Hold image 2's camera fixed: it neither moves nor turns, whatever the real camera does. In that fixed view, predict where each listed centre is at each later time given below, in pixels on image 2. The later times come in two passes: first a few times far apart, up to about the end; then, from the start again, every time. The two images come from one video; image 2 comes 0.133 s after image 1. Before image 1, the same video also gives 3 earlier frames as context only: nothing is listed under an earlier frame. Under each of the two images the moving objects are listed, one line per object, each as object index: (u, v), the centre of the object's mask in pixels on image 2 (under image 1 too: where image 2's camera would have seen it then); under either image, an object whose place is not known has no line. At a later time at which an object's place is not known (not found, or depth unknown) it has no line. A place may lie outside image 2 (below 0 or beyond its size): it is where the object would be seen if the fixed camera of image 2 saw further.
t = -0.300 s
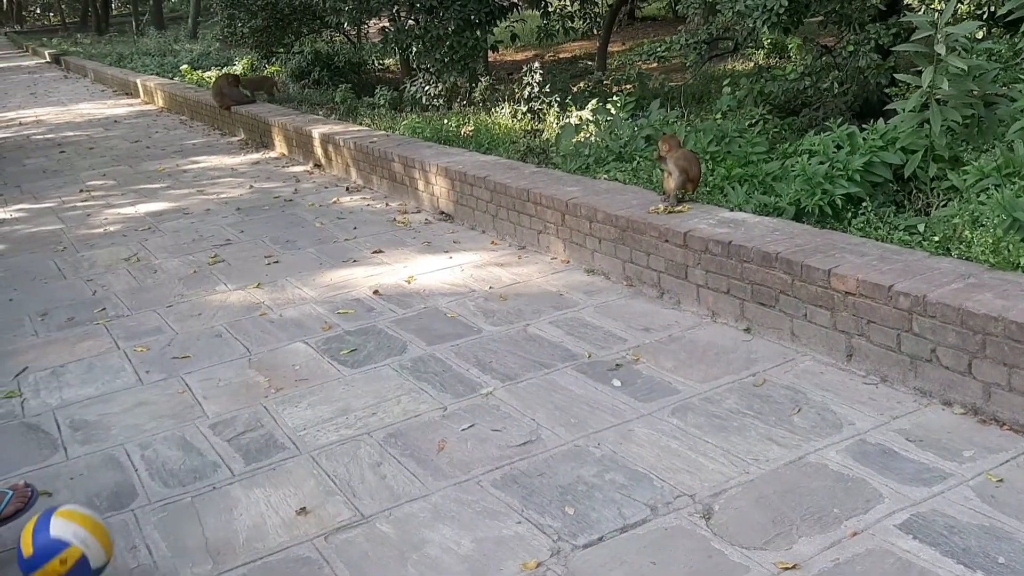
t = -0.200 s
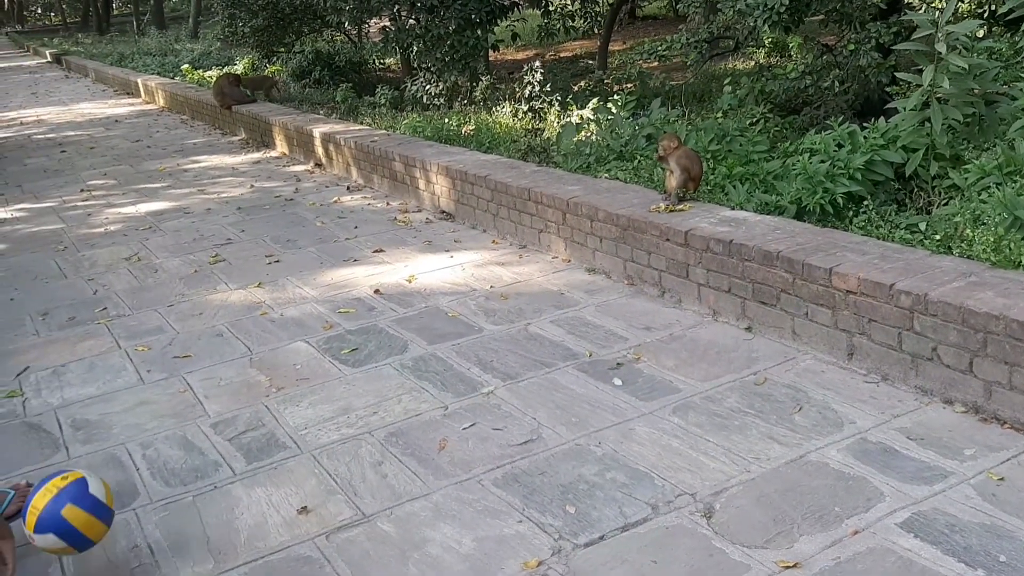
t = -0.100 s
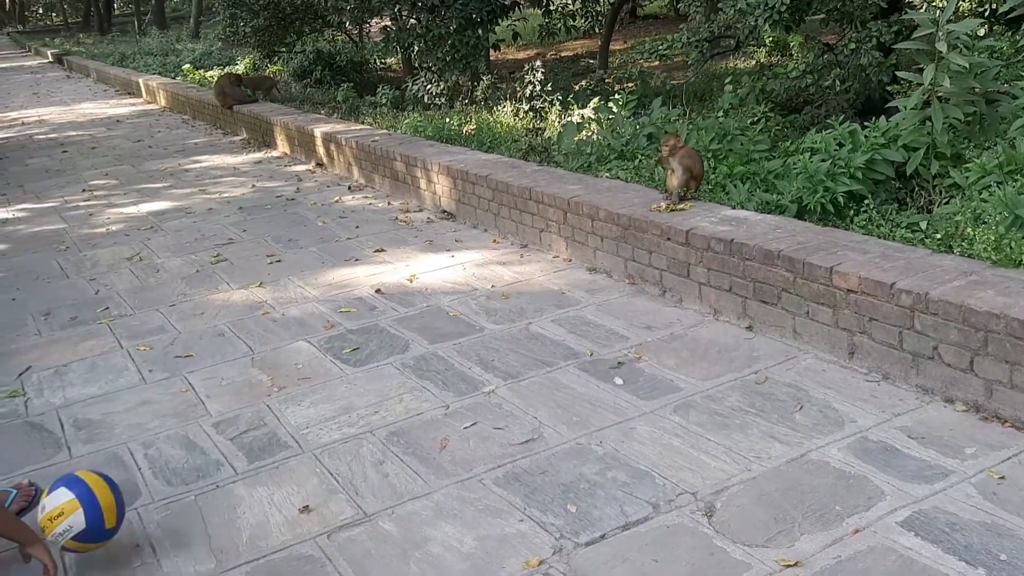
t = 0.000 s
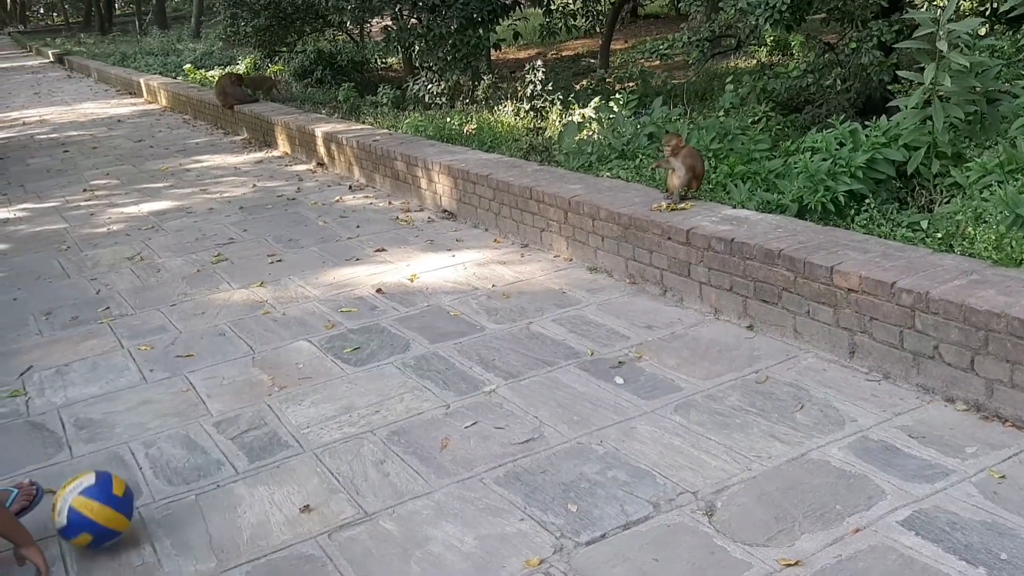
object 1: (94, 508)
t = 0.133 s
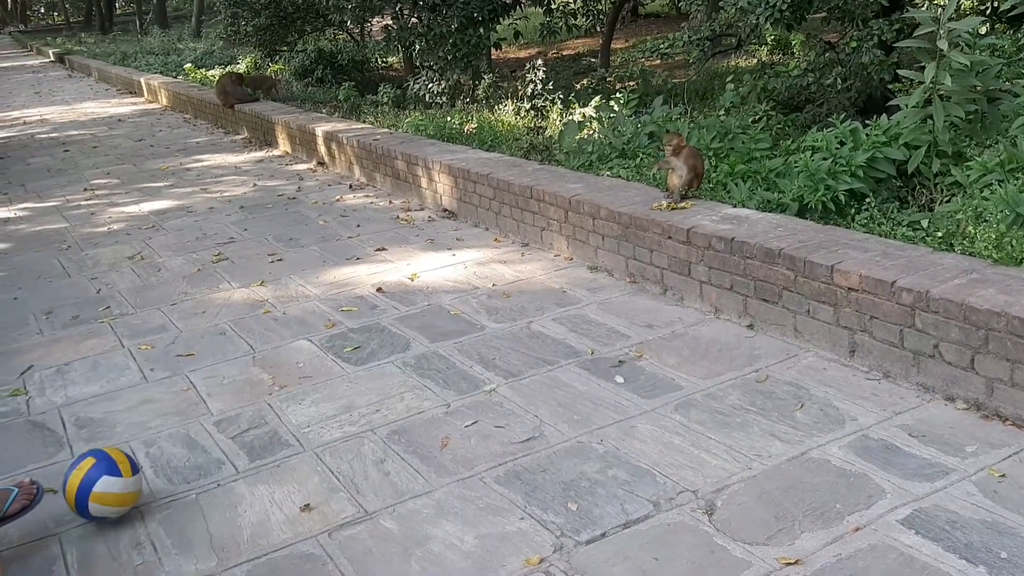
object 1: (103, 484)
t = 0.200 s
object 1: (107, 476)
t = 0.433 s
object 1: (121, 441)
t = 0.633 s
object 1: (130, 415)
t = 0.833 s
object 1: (136, 392)
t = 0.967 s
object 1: (141, 378)
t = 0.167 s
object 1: (106, 484)
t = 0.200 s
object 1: (107, 476)
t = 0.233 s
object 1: (109, 470)
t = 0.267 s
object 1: (112, 467)
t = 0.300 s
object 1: (113, 461)
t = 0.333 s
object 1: (116, 455)
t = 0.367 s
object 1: (118, 451)
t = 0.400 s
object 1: (119, 445)
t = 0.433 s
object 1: (121, 441)
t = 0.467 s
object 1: (123, 436)
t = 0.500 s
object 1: (124, 432)
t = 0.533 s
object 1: (126, 428)
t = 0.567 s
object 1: (127, 423)
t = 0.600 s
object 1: (129, 419)
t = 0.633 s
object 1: (130, 415)
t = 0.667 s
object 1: (132, 412)
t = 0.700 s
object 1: (132, 408)
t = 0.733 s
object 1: (134, 404)
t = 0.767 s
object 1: (134, 400)
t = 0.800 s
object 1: (135, 397)
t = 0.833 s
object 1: (136, 392)
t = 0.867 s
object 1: (137, 388)
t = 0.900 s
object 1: (138, 386)
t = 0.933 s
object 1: (139, 382)
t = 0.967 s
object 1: (141, 378)
